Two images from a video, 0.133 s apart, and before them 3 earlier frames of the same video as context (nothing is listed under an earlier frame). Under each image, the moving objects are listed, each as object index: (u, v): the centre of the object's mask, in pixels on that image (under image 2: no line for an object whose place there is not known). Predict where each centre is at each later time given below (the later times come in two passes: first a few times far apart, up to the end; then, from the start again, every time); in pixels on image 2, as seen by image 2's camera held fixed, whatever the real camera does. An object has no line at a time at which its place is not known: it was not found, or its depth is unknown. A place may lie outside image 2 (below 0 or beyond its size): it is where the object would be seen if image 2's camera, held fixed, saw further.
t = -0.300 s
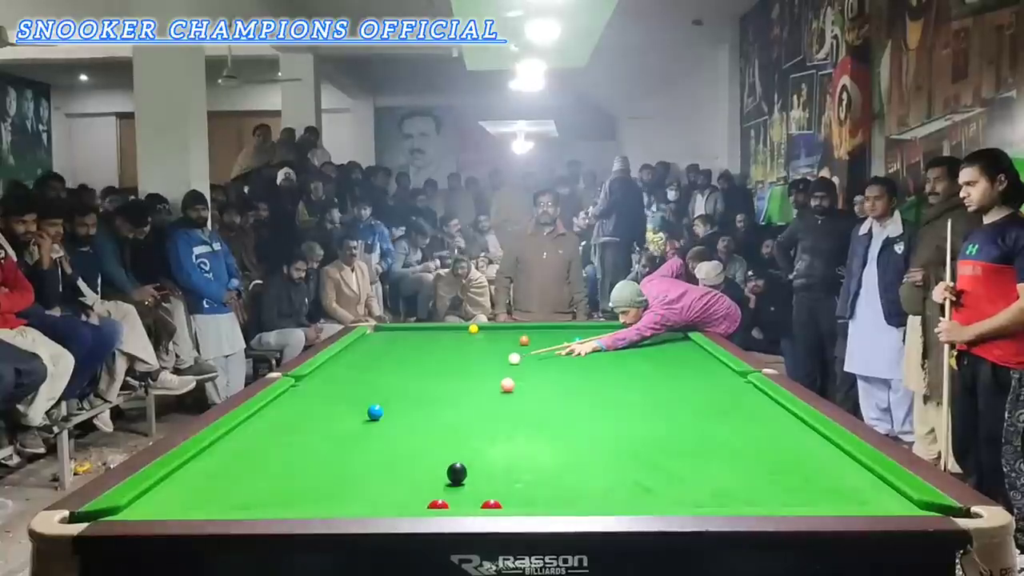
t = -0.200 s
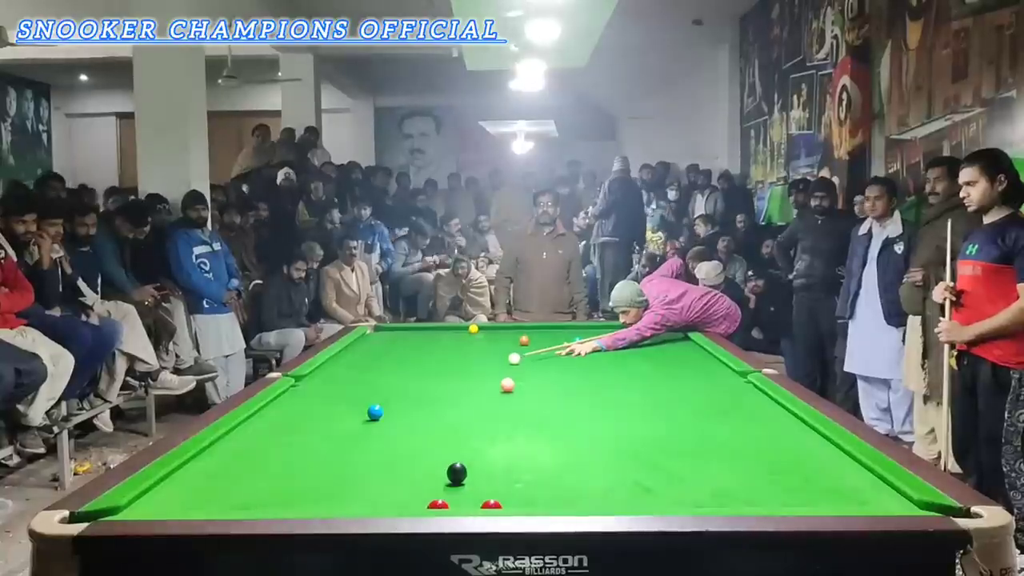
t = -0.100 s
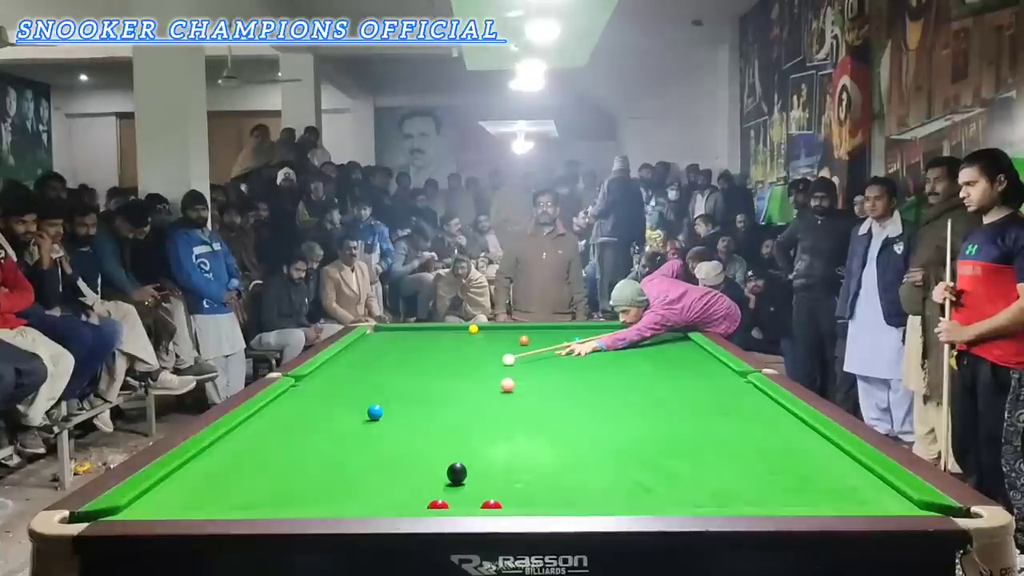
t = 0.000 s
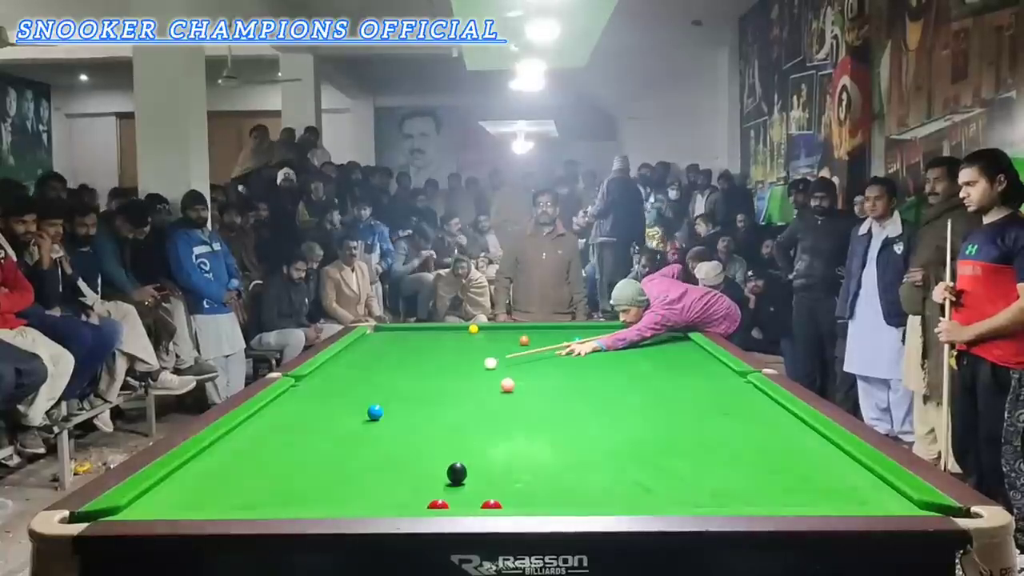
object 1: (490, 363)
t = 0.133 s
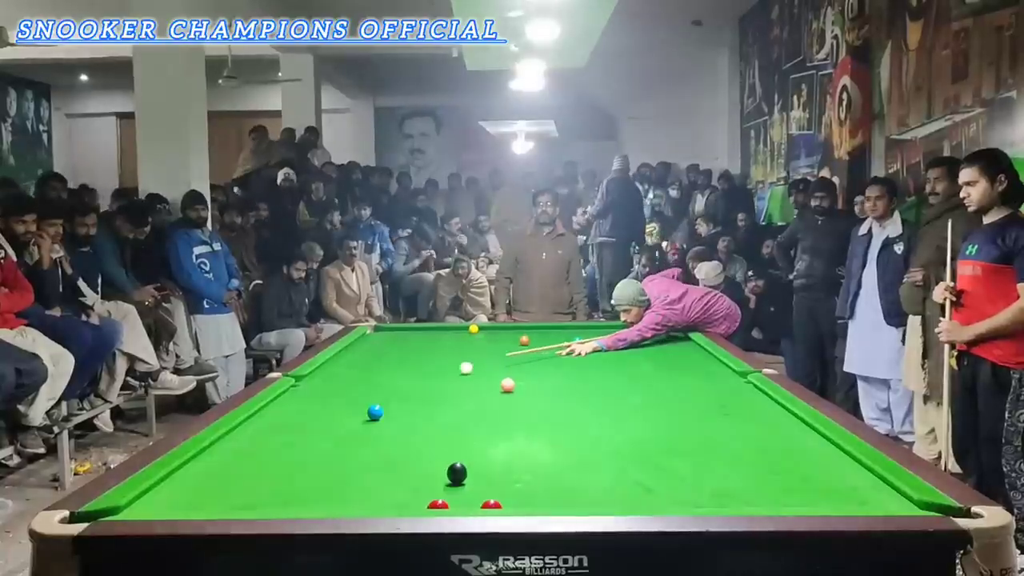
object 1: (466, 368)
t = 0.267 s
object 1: (440, 373)
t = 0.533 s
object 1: (385, 384)
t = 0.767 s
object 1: (331, 394)
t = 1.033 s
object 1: (271, 407)
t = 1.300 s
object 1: (292, 416)
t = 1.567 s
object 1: (313, 425)
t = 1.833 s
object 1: (335, 434)
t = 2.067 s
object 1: (356, 443)
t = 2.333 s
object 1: (381, 454)
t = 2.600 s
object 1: (407, 465)
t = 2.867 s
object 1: (434, 475)
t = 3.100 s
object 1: (459, 485)
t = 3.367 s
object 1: (486, 493)
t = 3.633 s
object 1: (514, 502)
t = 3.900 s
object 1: (537, 503)
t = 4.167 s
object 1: (553, 500)
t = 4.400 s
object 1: (564, 497)
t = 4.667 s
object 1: (575, 494)
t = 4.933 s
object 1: (583, 491)
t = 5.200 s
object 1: (589, 489)
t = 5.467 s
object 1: (592, 488)
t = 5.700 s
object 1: (593, 487)
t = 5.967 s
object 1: (593, 487)
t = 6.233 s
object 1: (593, 487)
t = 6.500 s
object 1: (593, 487)
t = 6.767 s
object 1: (593, 487)
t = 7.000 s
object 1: (593, 487)
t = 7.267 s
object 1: (593, 487)
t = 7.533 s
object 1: (593, 487)
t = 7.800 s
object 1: (593, 487)
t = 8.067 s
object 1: (593, 487)
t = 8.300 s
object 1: (593, 487)
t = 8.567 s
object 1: (593, 487)
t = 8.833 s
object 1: (593, 487)
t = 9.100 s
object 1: (593, 487)
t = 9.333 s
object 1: (593, 487)
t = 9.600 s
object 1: (593, 487)
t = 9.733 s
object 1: (593, 487)
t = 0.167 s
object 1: (459, 369)
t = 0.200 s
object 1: (453, 370)
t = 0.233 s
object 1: (447, 371)
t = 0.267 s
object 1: (440, 373)
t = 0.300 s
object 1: (433, 374)
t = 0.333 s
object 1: (426, 375)
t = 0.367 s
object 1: (420, 377)
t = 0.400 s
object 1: (413, 378)
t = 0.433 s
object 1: (406, 379)
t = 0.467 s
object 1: (399, 381)
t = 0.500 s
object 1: (392, 382)
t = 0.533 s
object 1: (385, 384)
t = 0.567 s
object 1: (377, 385)
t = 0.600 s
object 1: (370, 387)
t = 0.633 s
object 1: (362, 388)
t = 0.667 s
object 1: (355, 389)
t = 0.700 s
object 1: (347, 391)
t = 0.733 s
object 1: (339, 393)
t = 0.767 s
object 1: (331, 394)
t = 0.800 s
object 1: (323, 395)
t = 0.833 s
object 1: (316, 397)
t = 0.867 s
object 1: (307, 398)
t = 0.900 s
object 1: (299, 400)
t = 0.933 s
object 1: (291, 402)
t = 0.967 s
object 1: (282, 404)
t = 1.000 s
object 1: (274, 405)
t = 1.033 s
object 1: (271, 407)
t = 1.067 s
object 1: (274, 408)
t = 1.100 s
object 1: (277, 409)
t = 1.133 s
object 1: (279, 410)
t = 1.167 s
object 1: (281, 411)
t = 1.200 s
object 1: (284, 412)
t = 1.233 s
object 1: (287, 413)
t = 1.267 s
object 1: (289, 415)
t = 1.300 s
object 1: (292, 416)
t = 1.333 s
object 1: (294, 417)
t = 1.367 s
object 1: (297, 418)
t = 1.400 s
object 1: (300, 419)
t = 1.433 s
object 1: (302, 420)
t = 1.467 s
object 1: (305, 421)
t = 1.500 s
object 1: (308, 422)
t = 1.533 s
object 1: (310, 424)
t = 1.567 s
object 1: (313, 425)
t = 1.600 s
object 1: (315, 426)
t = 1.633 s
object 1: (318, 427)
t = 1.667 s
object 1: (321, 428)
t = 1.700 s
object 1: (324, 430)
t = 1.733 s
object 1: (327, 431)
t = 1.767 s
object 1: (330, 432)
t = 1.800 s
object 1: (333, 433)
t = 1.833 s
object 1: (335, 434)
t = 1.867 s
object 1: (338, 436)
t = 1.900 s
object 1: (341, 437)
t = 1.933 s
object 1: (344, 438)
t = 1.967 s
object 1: (347, 440)
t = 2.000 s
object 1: (350, 441)
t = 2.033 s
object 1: (353, 442)
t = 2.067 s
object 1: (356, 443)
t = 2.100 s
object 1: (359, 445)
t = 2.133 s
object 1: (362, 446)
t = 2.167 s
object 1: (365, 447)
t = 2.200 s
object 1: (369, 449)
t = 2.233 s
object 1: (372, 450)
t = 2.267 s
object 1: (375, 451)
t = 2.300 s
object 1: (378, 452)
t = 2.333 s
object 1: (381, 454)
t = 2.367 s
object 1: (384, 455)
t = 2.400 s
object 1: (388, 456)
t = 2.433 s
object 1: (391, 458)
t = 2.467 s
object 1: (394, 459)
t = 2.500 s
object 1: (397, 461)
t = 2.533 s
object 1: (401, 462)
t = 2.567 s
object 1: (404, 463)
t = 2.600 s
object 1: (407, 465)
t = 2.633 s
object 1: (410, 466)
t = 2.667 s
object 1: (414, 467)
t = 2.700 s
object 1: (417, 469)
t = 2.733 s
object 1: (421, 470)
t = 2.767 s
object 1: (424, 471)
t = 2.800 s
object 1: (428, 473)
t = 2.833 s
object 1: (431, 474)
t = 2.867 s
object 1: (434, 475)
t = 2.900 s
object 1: (438, 477)
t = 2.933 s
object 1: (441, 478)
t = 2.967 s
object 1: (445, 480)
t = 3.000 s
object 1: (448, 481)
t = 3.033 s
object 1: (451, 482)
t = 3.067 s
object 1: (455, 484)
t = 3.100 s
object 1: (459, 485)
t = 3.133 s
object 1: (462, 486)
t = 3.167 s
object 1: (466, 488)
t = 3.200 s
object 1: (469, 489)
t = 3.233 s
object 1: (473, 491)
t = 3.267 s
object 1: (476, 491)
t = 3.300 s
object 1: (479, 492)
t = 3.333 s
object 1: (482, 493)
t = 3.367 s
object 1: (486, 493)
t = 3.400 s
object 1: (489, 494)
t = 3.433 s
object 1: (493, 494)
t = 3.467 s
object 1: (498, 494)
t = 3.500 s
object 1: (502, 497)
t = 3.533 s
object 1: (506, 498)
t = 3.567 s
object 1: (509, 500)
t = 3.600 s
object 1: (511, 501)
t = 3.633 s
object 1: (514, 502)
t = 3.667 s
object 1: (518, 502)
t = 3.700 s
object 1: (522, 503)
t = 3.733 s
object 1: (525, 504)
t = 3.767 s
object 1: (528, 504)
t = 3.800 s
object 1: (530, 504)
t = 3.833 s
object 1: (532, 503)
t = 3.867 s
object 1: (535, 503)
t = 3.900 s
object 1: (537, 503)
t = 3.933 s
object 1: (539, 502)
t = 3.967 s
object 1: (541, 502)
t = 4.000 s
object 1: (543, 501)
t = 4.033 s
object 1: (545, 501)
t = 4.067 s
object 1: (547, 501)
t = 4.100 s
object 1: (549, 500)
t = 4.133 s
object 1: (551, 500)
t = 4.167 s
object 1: (553, 500)
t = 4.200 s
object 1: (554, 499)
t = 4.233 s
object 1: (556, 499)
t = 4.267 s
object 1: (558, 499)
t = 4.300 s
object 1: (559, 498)
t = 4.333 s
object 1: (561, 498)
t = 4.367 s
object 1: (563, 498)
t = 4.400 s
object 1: (564, 497)
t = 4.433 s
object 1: (566, 497)
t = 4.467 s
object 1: (567, 496)
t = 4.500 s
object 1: (568, 496)
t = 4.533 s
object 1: (570, 496)
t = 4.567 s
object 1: (571, 495)
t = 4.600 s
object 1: (572, 495)
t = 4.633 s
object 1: (573, 495)
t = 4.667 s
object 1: (575, 494)
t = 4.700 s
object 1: (576, 493)
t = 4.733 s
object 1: (577, 493)
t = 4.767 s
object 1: (578, 493)
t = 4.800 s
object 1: (579, 492)
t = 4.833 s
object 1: (580, 492)
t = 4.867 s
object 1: (581, 492)
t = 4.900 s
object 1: (582, 491)
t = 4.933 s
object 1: (583, 491)
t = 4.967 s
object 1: (584, 491)
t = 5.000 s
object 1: (585, 490)
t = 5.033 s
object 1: (585, 490)
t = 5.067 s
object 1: (586, 490)
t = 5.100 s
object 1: (587, 490)
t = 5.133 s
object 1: (587, 489)
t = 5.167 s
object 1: (588, 489)
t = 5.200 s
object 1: (589, 489)
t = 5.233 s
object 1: (589, 489)
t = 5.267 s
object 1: (590, 488)
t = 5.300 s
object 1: (590, 488)
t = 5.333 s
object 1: (590, 488)
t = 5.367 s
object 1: (591, 488)
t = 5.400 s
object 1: (591, 488)
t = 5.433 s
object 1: (591, 488)
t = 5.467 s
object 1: (592, 488)
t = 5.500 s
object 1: (592, 488)
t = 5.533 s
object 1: (592, 487)
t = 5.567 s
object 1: (592, 487)
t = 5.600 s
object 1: (592, 487)
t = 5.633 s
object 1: (593, 487)
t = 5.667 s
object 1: (593, 487)
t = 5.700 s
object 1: (593, 487)
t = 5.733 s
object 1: (593, 487)
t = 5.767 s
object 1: (593, 487)
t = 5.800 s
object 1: (593, 487)
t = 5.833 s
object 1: (593, 487)
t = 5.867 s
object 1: (593, 487)
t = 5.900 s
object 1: (593, 487)
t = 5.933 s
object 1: (593, 487)
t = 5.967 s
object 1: (593, 487)
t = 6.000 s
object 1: (593, 487)
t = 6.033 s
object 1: (593, 487)
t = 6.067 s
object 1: (593, 487)
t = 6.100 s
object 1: (593, 487)
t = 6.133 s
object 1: (593, 487)
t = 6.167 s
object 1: (593, 487)
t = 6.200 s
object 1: (593, 487)
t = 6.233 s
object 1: (593, 487)
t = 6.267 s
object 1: (593, 487)
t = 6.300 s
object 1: (593, 487)
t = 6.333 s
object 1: (593, 487)
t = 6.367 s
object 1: (593, 487)
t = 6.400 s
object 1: (593, 487)
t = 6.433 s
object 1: (593, 487)
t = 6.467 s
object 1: (593, 487)
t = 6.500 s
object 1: (593, 487)
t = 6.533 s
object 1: (593, 487)
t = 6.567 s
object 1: (593, 487)
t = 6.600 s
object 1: (593, 487)
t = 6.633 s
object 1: (593, 487)
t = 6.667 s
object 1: (593, 487)
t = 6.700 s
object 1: (593, 487)
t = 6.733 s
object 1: (593, 487)
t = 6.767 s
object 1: (593, 487)
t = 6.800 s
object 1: (593, 487)
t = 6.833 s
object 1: (593, 487)
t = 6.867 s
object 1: (593, 487)
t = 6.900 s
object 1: (593, 487)
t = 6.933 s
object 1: (593, 487)
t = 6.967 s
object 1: (593, 487)
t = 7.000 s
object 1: (593, 487)
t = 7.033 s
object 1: (593, 487)
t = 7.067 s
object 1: (593, 487)
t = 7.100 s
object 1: (593, 487)
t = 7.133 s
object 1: (593, 487)
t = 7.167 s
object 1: (593, 487)
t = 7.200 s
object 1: (593, 487)
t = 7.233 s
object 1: (593, 487)
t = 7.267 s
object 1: (593, 487)
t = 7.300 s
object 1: (593, 487)
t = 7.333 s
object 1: (593, 487)
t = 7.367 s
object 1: (593, 487)
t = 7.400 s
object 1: (593, 487)
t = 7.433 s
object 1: (593, 487)
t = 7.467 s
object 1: (593, 487)
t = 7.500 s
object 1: (593, 487)
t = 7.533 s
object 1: (593, 487)
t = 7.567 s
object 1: (593, 487)
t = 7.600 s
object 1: (593, 487)
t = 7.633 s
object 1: (593, 487)
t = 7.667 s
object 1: (593, 487)
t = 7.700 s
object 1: (593, 487)
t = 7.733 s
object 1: (593, 487)
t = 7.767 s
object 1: (593, 487)
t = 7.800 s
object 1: (593, 487)
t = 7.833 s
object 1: (593, 487)
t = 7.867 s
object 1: (593, 487)
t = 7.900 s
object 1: (593, 487)
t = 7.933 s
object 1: (593, 487)
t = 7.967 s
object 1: (593, 487)
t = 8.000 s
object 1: (593, 487)
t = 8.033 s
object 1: (593, 487)
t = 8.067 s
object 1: (593, 487)
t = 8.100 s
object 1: (593, 487)
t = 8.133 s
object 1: (593, 487)
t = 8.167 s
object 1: (593, 487)
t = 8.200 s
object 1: (593, 487)
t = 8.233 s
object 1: (593, 487)
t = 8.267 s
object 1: (593, 487)
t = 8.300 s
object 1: (593, 487)
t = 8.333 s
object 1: (593, 487)
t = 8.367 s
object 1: (593, 487)
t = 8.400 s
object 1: (593, 487)
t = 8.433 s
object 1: (593, 487)
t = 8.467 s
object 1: (593, 487)
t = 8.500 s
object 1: (593, 487)
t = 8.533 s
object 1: (593, 487)
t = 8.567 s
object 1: (593, 487)
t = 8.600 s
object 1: (593, 487)
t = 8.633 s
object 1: (593, 487)
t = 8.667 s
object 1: (593, 487)
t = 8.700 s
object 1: (593, 487)
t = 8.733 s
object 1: (593, 487)
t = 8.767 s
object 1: (593, 487)
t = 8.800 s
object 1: (593, 487)
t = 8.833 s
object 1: (593, 487)
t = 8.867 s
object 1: (593, 487)
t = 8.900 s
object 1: (593, 487)
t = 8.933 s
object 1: (593, 487)
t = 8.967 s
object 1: (593, 487)
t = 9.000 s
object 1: (593, 487)
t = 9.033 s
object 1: (593, 487)
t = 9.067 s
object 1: (593, 487)
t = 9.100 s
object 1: (593, 487)
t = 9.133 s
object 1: (593, 487)
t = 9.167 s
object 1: (593, 487)
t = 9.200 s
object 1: (593, 487)
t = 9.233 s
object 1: (593, 487)
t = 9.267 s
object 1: (593, 487)
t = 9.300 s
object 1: (593, 487)
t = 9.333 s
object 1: (593, 487)
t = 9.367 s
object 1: (593, 487)
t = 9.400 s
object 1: (593, 487)
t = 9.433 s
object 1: (593, 487)
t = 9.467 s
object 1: (593, 487)
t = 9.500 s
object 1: (593, 487)
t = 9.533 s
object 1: (593, 487)
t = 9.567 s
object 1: (593, 487)
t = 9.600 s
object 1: (593, 487)
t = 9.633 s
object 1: (593, 487)
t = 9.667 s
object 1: (593, 487)
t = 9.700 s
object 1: (593, 487)
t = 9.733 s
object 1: (593, 487)
